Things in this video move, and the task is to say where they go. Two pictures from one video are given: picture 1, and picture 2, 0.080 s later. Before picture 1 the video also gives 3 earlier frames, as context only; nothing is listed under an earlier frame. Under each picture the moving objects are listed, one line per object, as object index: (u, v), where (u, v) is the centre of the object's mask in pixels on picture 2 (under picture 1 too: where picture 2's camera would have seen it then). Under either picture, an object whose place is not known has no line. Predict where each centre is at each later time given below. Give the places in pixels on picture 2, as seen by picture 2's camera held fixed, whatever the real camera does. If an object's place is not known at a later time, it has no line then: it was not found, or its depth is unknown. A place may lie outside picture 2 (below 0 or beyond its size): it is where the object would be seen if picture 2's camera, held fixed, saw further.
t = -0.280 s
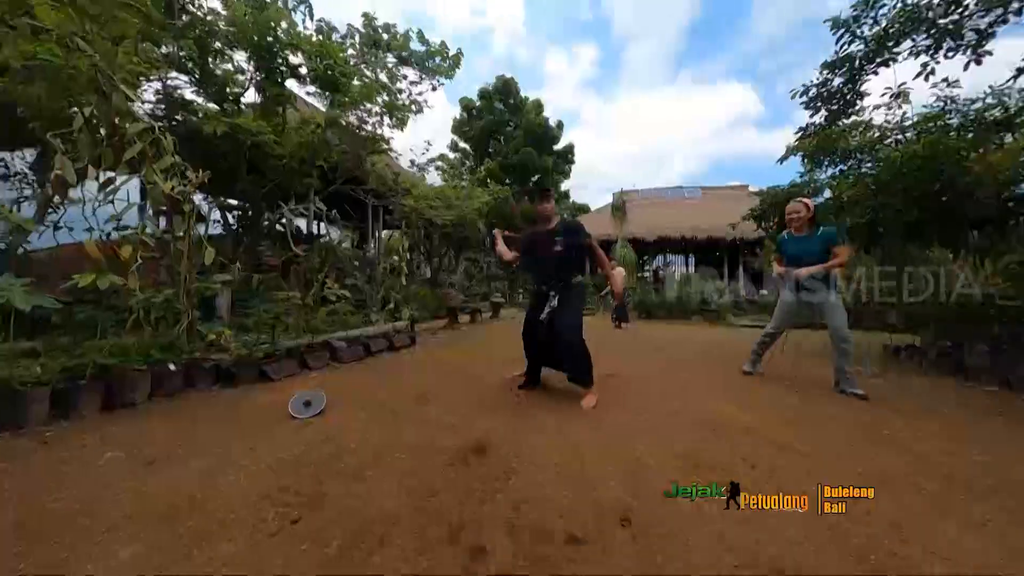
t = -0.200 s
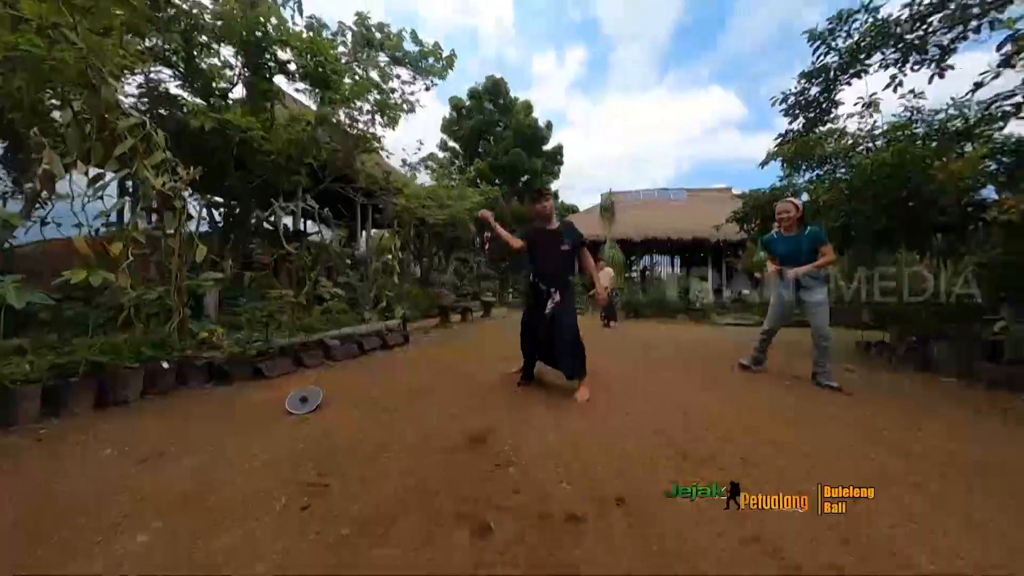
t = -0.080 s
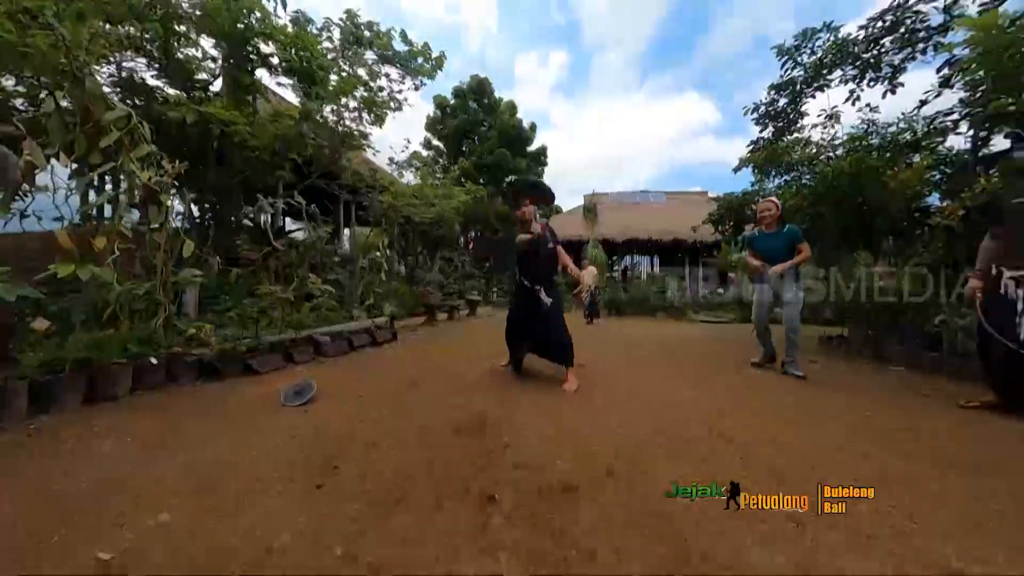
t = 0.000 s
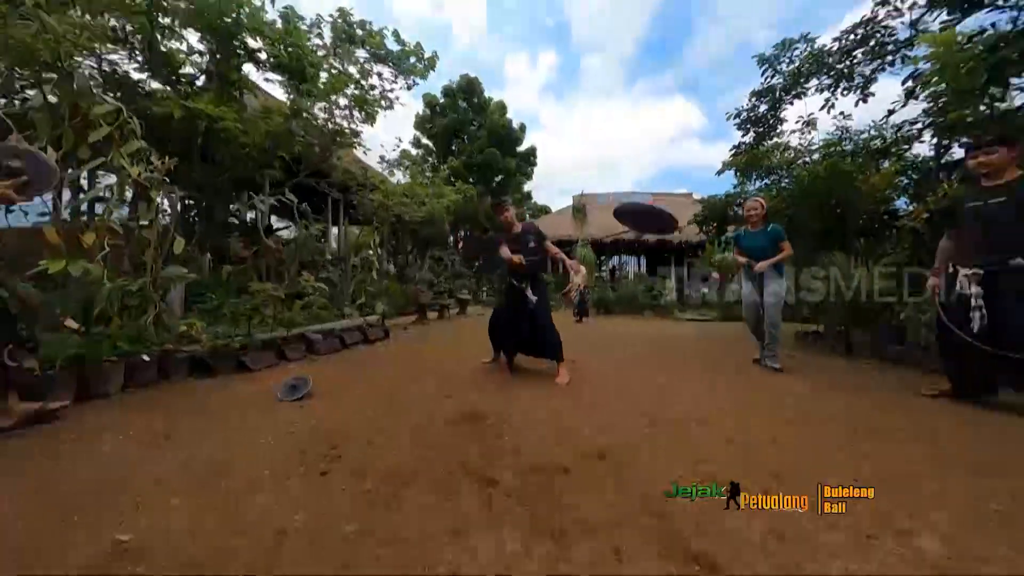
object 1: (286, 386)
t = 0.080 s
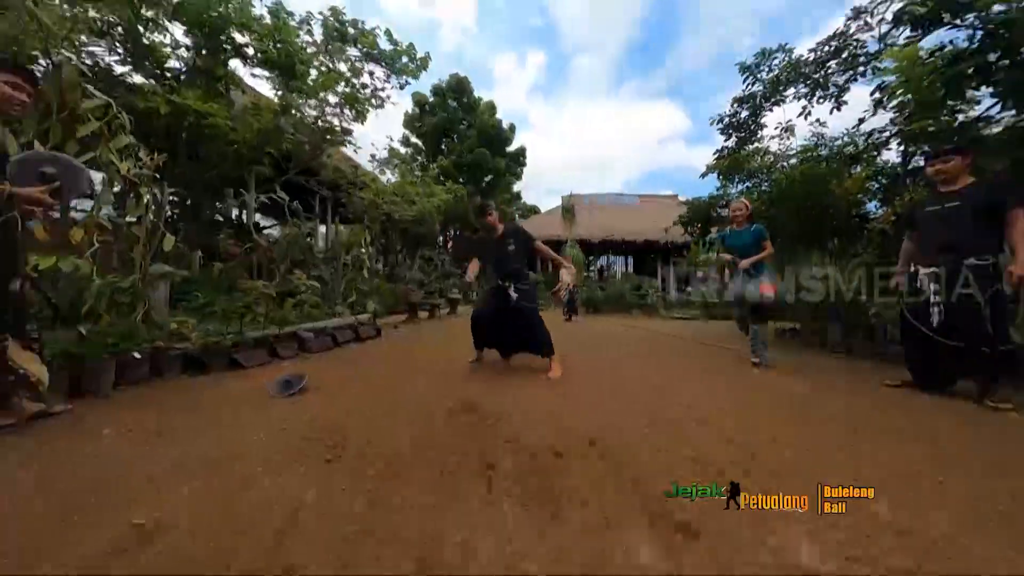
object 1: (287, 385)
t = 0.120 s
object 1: (292, 383)
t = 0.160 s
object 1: (293, 382)
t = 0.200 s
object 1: (295, 381)
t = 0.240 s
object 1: (297, 380)
